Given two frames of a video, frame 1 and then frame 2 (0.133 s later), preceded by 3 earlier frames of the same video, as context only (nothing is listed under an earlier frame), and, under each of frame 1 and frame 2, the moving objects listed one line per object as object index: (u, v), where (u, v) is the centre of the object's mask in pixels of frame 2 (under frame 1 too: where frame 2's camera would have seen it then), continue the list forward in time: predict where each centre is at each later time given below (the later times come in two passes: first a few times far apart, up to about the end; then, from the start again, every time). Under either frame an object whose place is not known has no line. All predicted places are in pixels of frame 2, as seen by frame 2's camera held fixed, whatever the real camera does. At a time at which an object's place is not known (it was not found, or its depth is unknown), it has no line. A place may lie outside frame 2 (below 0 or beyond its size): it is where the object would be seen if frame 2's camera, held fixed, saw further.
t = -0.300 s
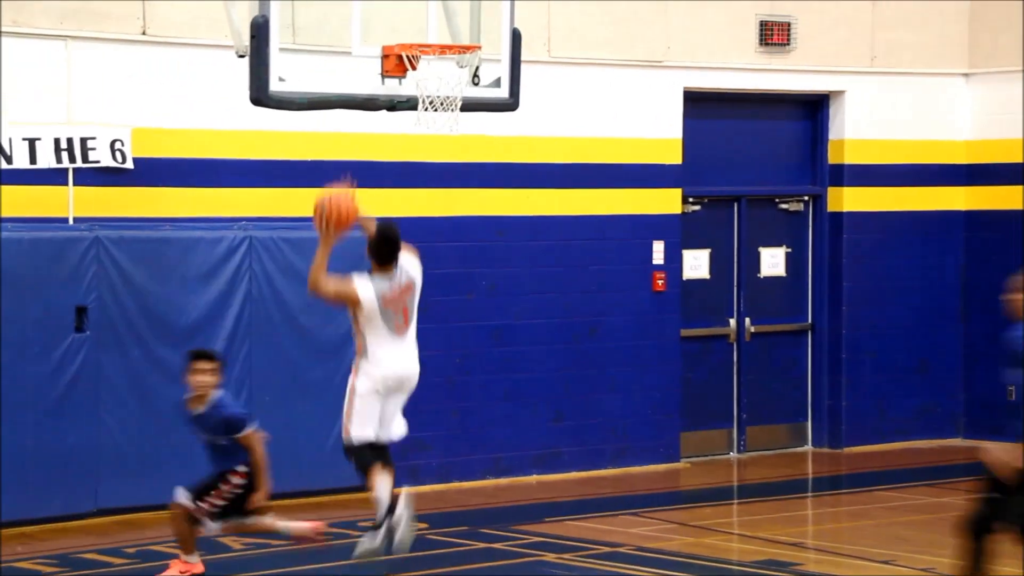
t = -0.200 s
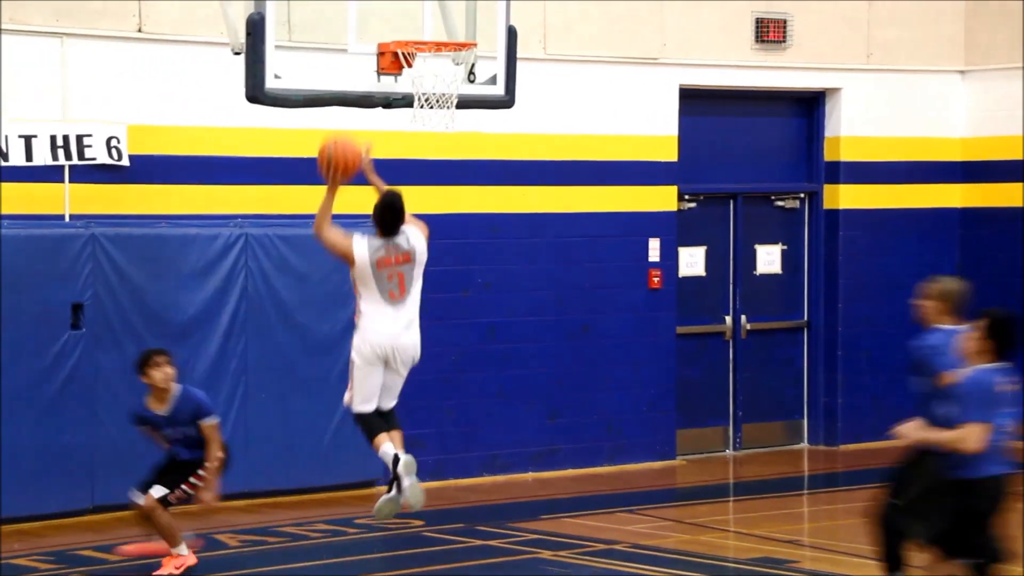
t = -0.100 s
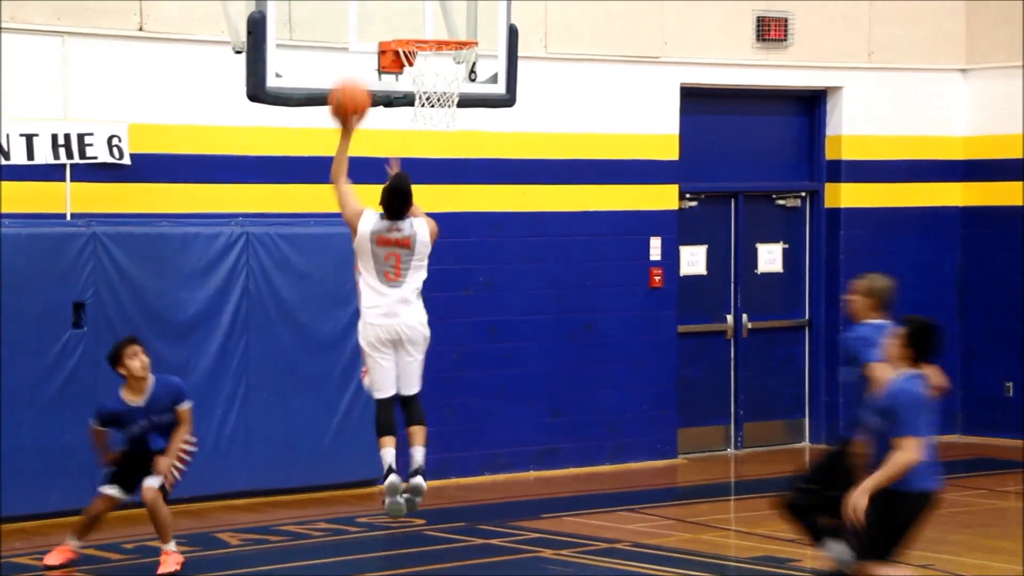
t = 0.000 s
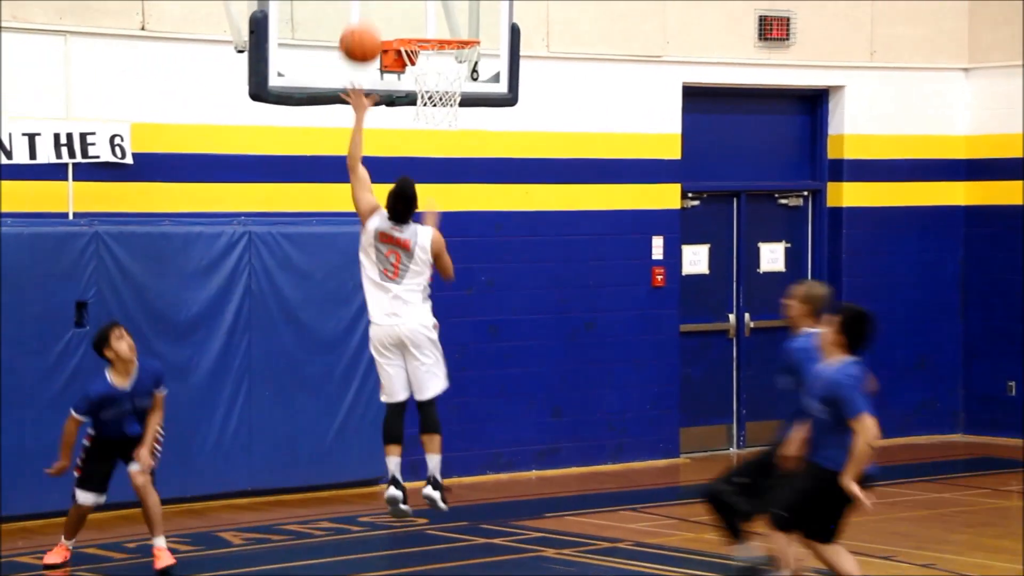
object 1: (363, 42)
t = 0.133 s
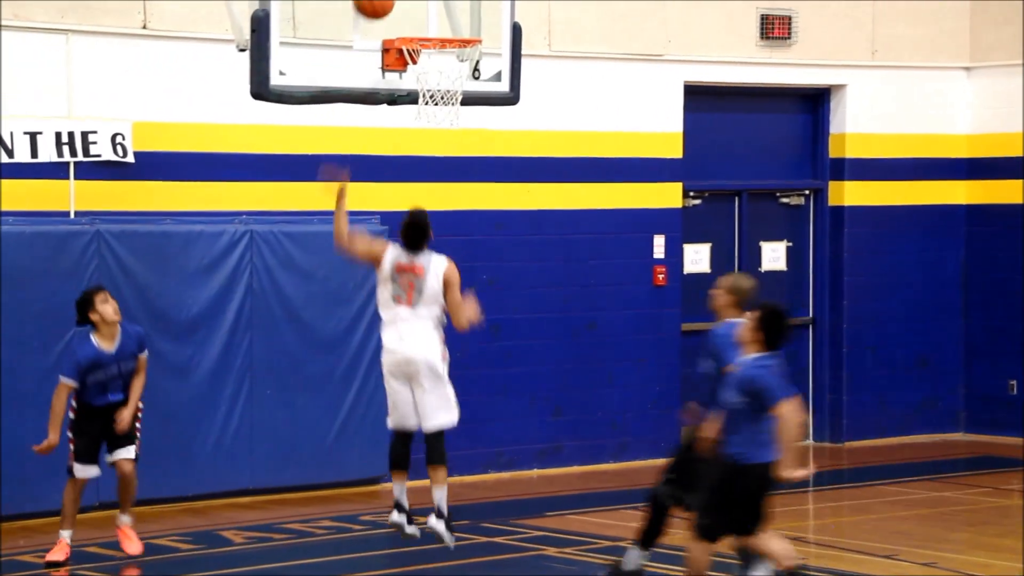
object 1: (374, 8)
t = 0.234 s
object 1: (397, 5)
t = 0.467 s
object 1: (454, 29)
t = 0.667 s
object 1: (445, 61)
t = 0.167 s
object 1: (378, 6)
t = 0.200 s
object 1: (387, 5)
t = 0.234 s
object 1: (397, 5)
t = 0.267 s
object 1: (407, 6)
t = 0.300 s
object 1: (417, 8)
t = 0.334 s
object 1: (429, 10)
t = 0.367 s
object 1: (440, 14)
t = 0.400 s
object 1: (452, 19)
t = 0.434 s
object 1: (461, 24)
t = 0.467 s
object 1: (454, 29)
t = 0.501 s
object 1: (442, 26)
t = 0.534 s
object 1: (430, 36)
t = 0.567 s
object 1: (419, 43)
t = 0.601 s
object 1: (425, 47)
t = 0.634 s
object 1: (435, 53)
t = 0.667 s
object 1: (445, 61)
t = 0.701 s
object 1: (455, 70)
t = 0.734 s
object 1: (464, 83)
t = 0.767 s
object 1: (469, 89)
